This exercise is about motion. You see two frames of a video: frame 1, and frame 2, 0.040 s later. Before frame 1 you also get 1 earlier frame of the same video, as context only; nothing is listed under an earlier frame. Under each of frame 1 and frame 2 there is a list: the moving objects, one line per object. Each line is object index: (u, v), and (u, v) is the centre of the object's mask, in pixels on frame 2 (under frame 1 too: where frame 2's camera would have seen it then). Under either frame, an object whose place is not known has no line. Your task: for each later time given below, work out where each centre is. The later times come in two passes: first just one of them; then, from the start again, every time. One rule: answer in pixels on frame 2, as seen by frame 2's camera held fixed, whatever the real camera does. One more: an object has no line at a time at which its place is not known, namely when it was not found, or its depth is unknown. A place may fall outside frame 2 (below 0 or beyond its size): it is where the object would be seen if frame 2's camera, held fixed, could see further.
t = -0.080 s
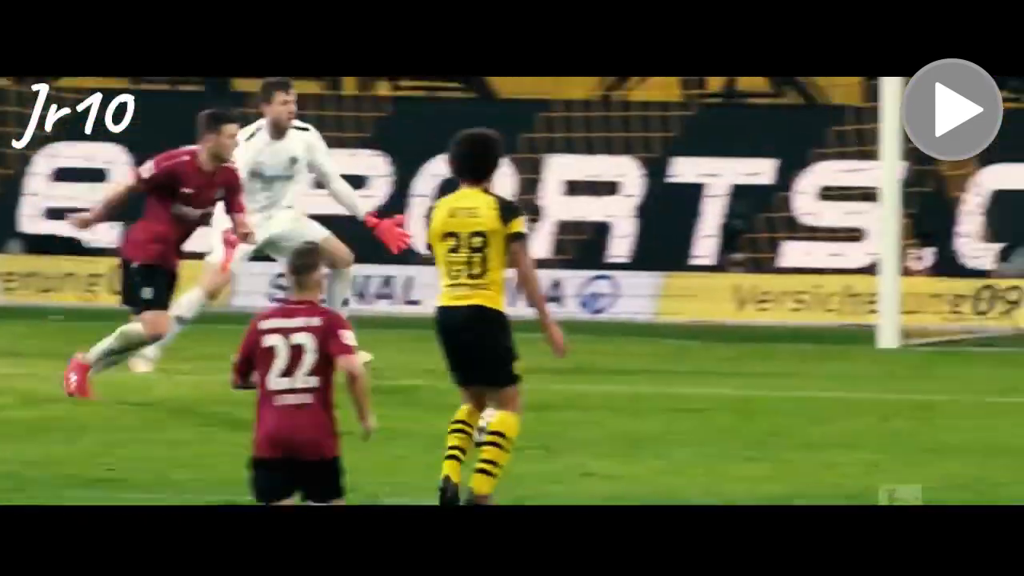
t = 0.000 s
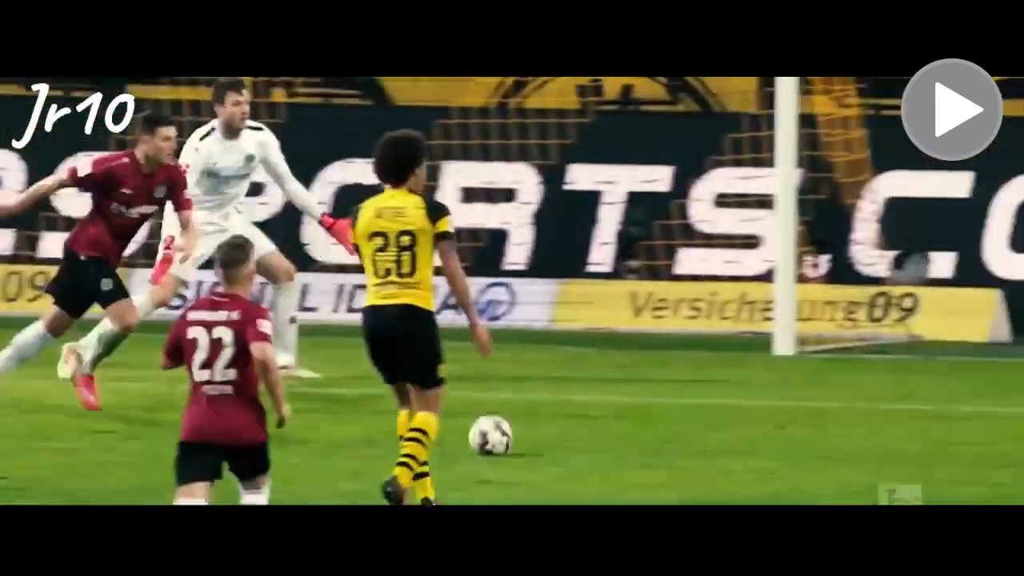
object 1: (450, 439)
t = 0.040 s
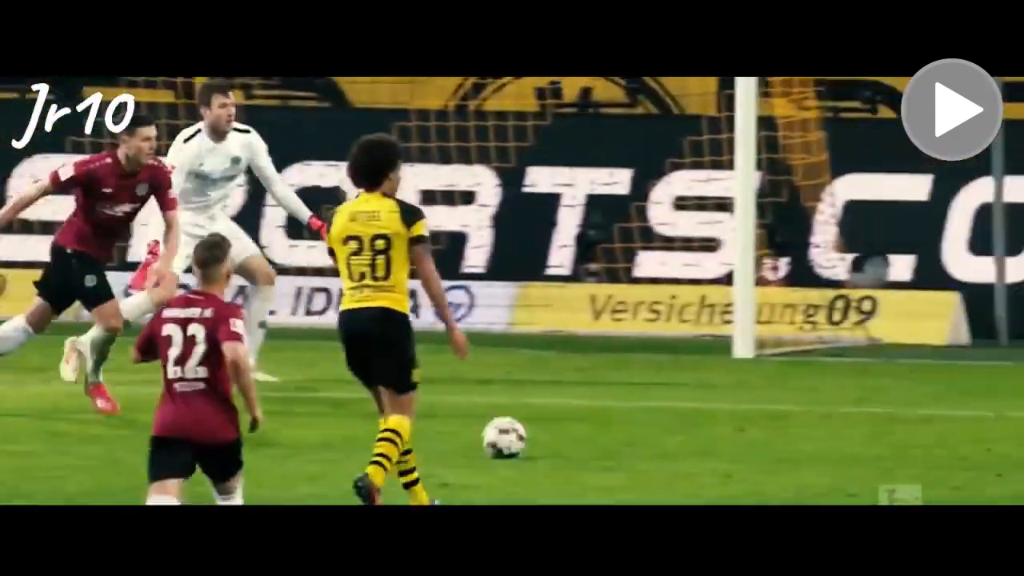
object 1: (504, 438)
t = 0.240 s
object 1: (733, 434)
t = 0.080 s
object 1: (548, 436)
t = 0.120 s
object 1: (601, 436)
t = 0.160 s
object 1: (643, 437)
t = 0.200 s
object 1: (693, 436)
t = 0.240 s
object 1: (733, 434)
